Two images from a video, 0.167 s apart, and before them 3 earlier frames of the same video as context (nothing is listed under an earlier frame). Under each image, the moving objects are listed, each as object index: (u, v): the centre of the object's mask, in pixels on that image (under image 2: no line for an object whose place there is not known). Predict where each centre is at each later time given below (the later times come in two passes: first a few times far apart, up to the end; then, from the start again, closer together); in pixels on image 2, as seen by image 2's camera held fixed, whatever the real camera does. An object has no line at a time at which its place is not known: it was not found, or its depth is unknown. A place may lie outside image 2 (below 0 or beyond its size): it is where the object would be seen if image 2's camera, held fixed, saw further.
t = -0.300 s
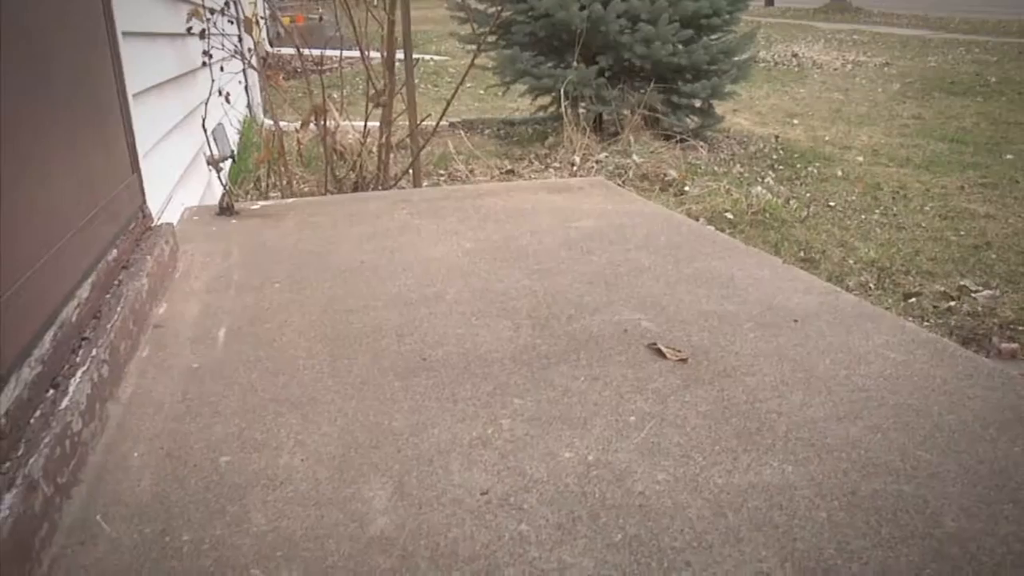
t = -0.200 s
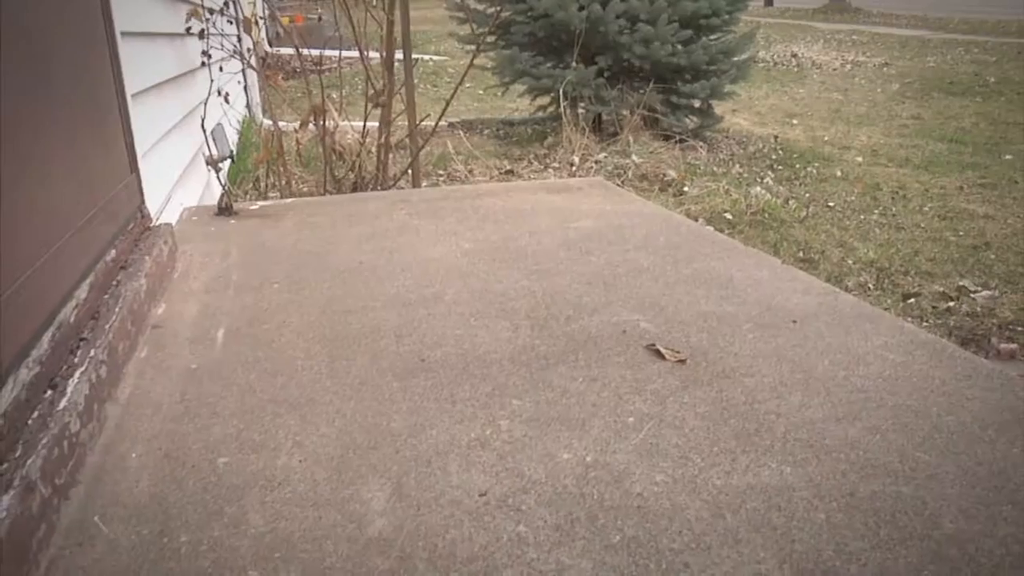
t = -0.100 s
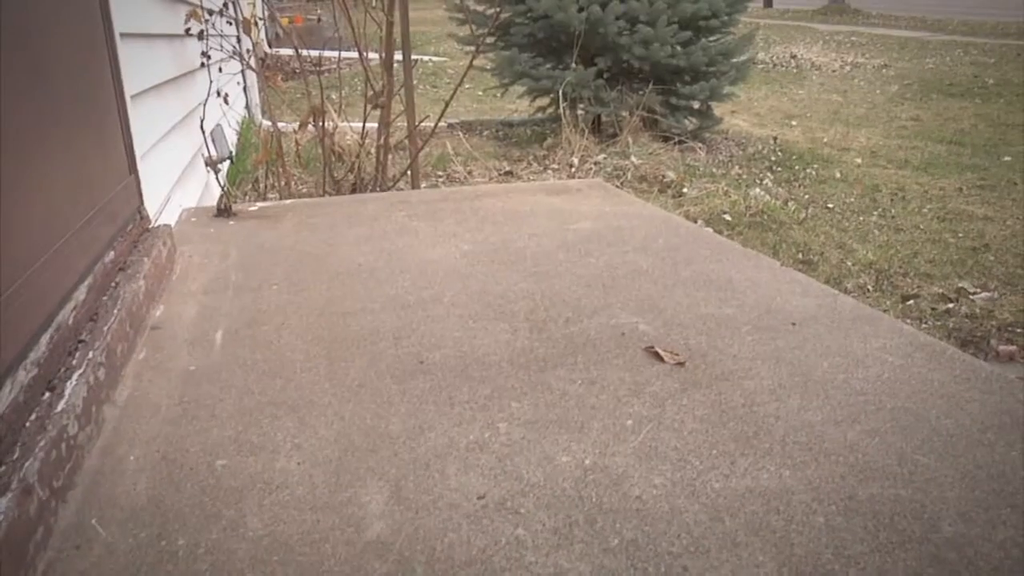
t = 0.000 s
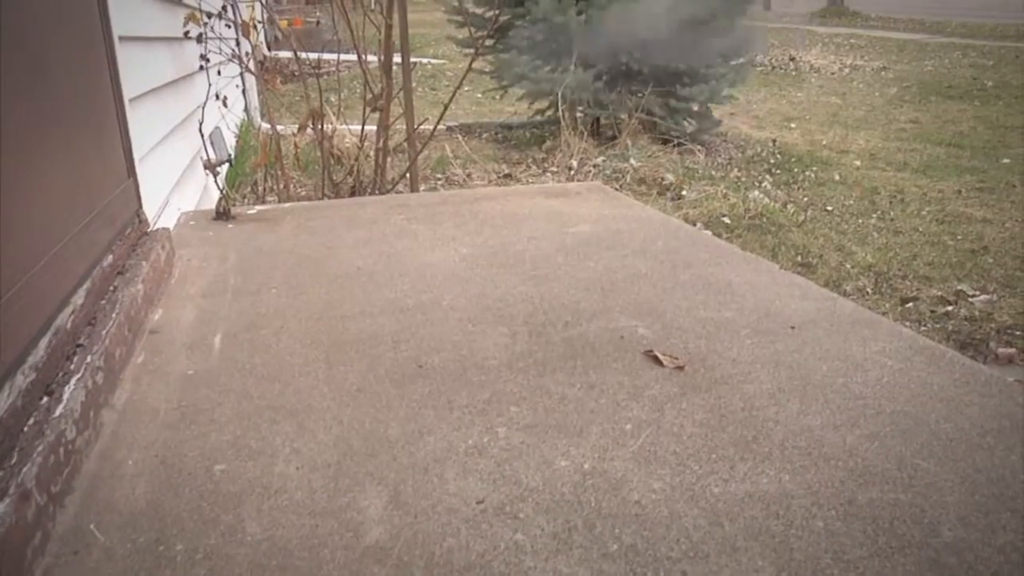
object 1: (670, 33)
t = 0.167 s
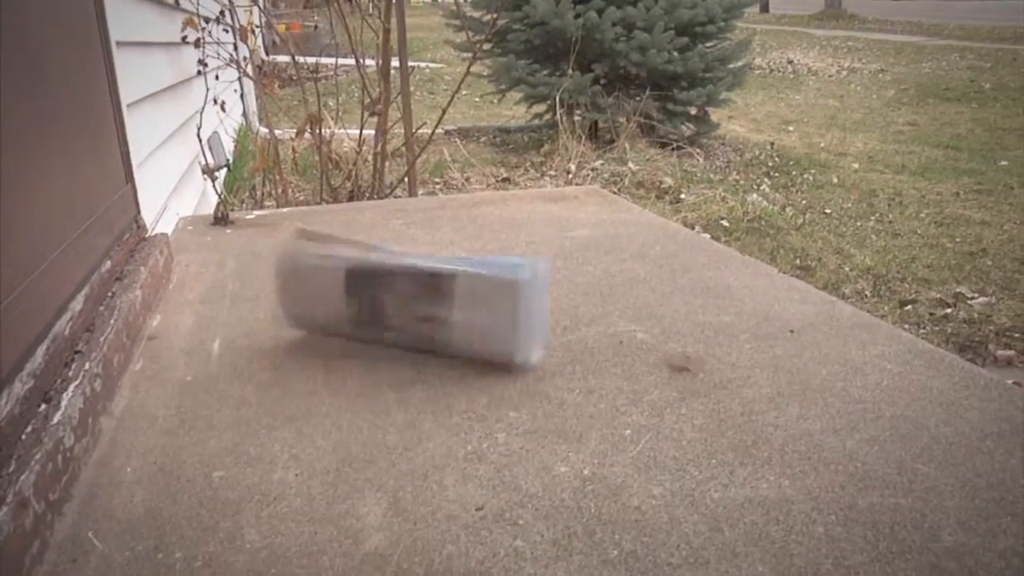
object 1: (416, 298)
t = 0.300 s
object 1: (361, 319)
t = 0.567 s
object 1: (329, 371)
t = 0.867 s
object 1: (331, 371)
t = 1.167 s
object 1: (331, 371)
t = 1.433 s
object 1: (331, 372)
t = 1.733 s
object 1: (331, 371)
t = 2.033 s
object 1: (331, 371)
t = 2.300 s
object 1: (331, 371)
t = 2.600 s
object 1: (332, 372)
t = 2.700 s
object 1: (332, 371)
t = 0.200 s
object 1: (400, 297)
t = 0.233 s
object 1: (384, 299)
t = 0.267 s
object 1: (371, 306)
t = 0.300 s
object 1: (361, 319)
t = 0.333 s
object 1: (356, 324)
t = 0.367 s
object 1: (354, 327)
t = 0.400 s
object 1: (356, 333)
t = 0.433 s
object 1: (351, 340)
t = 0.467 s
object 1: (347, 349)
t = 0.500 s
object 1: (336, 369)
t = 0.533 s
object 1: (330, 373)
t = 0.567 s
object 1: (329, 371)
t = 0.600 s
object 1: (330, 370)
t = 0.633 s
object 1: (331, 373)
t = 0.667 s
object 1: (333, 372)
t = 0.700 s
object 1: (334, 370)
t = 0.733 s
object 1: (331, 371)
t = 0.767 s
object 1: (331, 372)
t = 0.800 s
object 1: (331, 372)
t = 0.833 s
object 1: (331, 371)
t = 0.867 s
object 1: (331, 371)
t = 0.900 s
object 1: (331, 372)
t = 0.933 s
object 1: (331, 371)
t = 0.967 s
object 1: (331, 371)
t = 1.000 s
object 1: (331, 371)
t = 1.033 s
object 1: (331, 371)
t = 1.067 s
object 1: (331, 372)
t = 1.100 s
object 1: (331, 372)
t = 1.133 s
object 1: (331, 371)
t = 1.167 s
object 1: (331, 371)
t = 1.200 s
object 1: (331, 372)
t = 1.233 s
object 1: (331, 372)
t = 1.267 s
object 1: (331, 372)
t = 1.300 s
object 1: (331, 372)
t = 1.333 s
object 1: (331, 371)
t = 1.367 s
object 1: (331, 372)
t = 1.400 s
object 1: (331, 372)
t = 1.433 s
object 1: (331, 372)
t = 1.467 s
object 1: (331, 372)
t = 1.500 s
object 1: (331, 371)
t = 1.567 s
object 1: (331, 371)
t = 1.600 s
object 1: (331, 372)
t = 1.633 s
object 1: (332, 371)
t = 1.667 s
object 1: (331, 372)
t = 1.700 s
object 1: (331, 371)
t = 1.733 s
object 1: (331, 371)
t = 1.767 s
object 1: (331, 371)
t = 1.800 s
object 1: (331, 372)
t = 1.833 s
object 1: (331, 372)
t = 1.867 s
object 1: (331, 371)
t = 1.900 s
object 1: (331, 372)
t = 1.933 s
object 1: (331, 371)
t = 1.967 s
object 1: (331, 372)
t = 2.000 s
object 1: (331, 371)
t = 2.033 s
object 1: (331, 371)
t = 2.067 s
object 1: (331, 371)
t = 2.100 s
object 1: (331, 371)
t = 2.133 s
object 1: (332, 371)
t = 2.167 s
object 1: (331, 371)
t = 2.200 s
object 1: (332, 371)
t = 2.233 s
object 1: (332, 372)
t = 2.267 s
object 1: (332, 372)
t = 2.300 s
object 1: (331, 371)
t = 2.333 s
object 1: (331, 371)
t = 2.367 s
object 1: (331, 372)
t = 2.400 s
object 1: (331, 371)
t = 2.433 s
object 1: (331, 372)
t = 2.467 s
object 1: (331, 372)
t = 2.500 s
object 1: (331, 372)
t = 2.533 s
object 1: (331, 372)
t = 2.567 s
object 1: (331, 372)
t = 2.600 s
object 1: (332, 372)
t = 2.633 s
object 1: (332, 372)
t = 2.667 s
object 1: (332, 372)
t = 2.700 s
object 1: (332, 371)
